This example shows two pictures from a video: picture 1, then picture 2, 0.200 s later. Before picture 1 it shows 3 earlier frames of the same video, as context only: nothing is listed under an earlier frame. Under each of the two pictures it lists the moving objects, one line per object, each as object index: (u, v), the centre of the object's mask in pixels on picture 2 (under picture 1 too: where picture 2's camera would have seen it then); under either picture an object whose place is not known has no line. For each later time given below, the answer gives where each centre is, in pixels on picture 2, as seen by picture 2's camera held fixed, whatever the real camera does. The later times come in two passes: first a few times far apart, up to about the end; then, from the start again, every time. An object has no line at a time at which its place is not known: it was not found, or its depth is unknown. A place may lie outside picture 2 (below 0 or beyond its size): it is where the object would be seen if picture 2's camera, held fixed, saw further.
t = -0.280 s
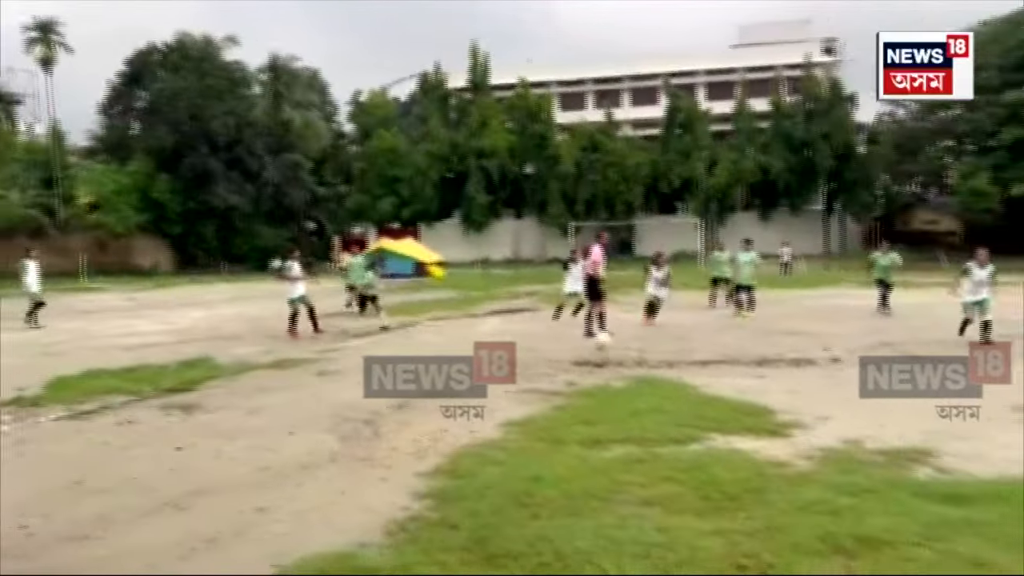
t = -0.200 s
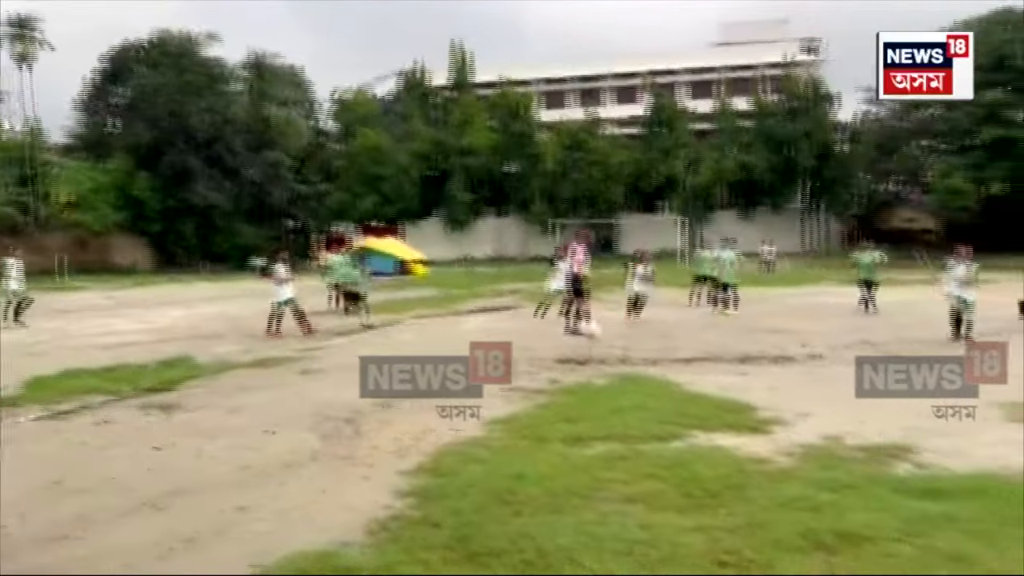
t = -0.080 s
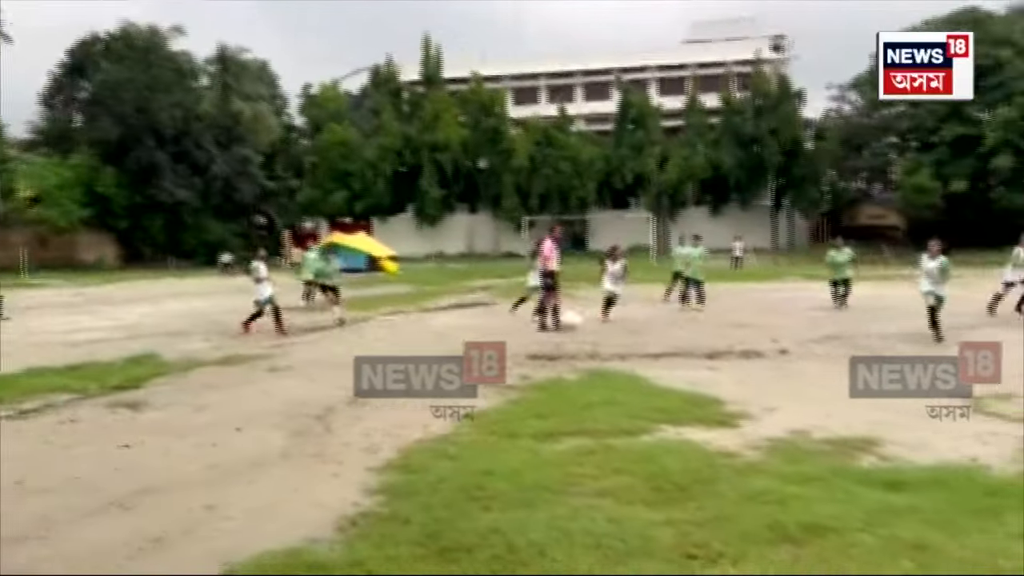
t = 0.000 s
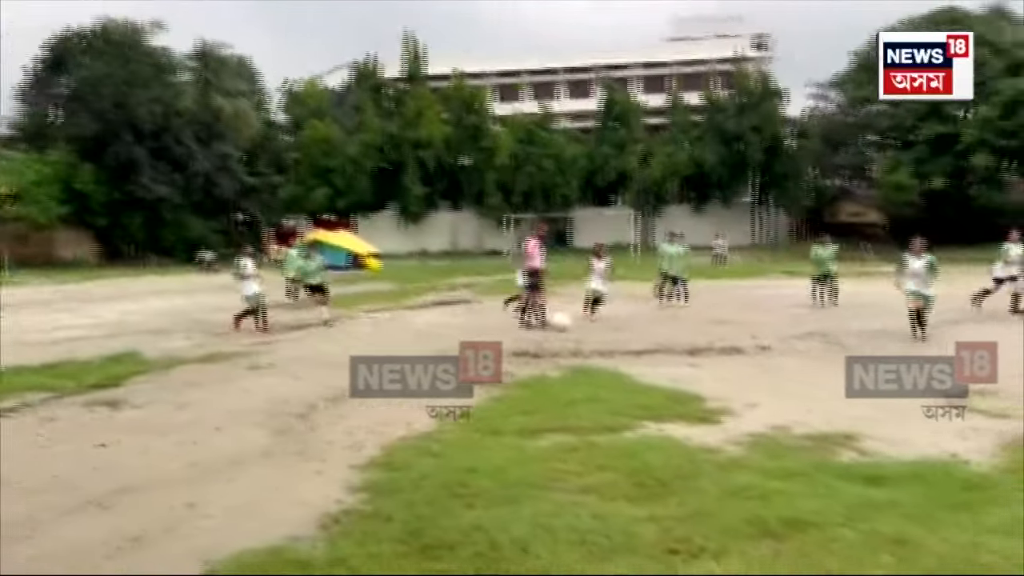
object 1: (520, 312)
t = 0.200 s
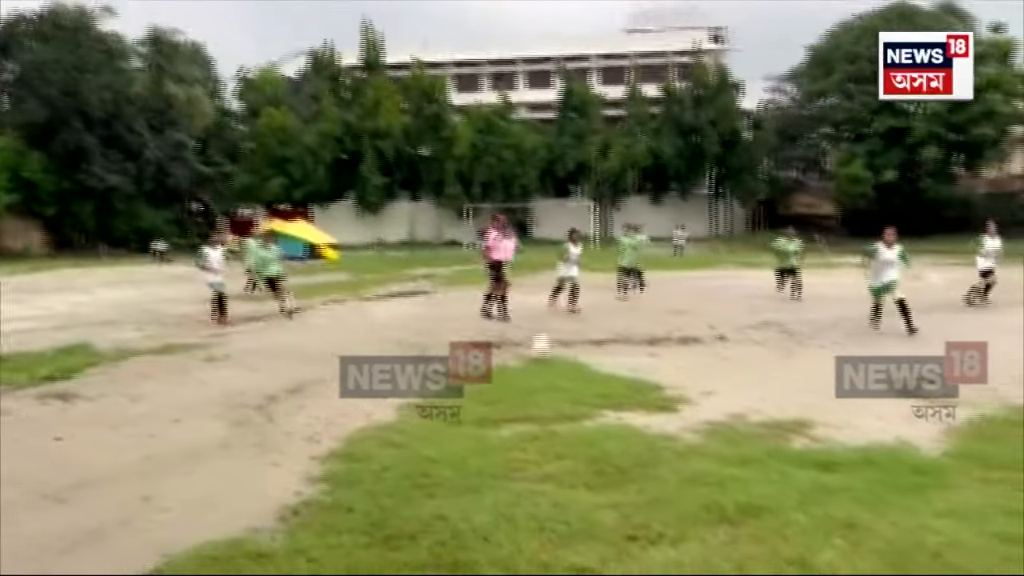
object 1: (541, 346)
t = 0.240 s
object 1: (543, 352)
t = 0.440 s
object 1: (534, 338)
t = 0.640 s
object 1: (525, 362)
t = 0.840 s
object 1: (517, 364)
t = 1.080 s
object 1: (506, 385)
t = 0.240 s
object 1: (543, 352)
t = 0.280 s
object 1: (542, 347)
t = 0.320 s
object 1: (540, 342)
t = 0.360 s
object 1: (538, 339)
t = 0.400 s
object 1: (537, 338)
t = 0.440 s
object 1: (534, 338)
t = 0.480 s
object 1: (533, 339)
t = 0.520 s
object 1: (531, 343)
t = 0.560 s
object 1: (529, 346)
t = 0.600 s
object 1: (528, 353)
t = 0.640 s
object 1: (525, 362)
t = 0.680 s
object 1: (523, 368)
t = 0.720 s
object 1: (522, 366)
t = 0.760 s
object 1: (521, 363)
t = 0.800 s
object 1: (519, 363)
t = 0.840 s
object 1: (517, 364)
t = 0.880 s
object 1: (515, 366)
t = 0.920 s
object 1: (514, 372)
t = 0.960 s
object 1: (512, 377)
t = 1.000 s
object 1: (511, 384)
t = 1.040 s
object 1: (508, 385)
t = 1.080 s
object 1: (506, 385)
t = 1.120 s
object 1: (503, 388)
